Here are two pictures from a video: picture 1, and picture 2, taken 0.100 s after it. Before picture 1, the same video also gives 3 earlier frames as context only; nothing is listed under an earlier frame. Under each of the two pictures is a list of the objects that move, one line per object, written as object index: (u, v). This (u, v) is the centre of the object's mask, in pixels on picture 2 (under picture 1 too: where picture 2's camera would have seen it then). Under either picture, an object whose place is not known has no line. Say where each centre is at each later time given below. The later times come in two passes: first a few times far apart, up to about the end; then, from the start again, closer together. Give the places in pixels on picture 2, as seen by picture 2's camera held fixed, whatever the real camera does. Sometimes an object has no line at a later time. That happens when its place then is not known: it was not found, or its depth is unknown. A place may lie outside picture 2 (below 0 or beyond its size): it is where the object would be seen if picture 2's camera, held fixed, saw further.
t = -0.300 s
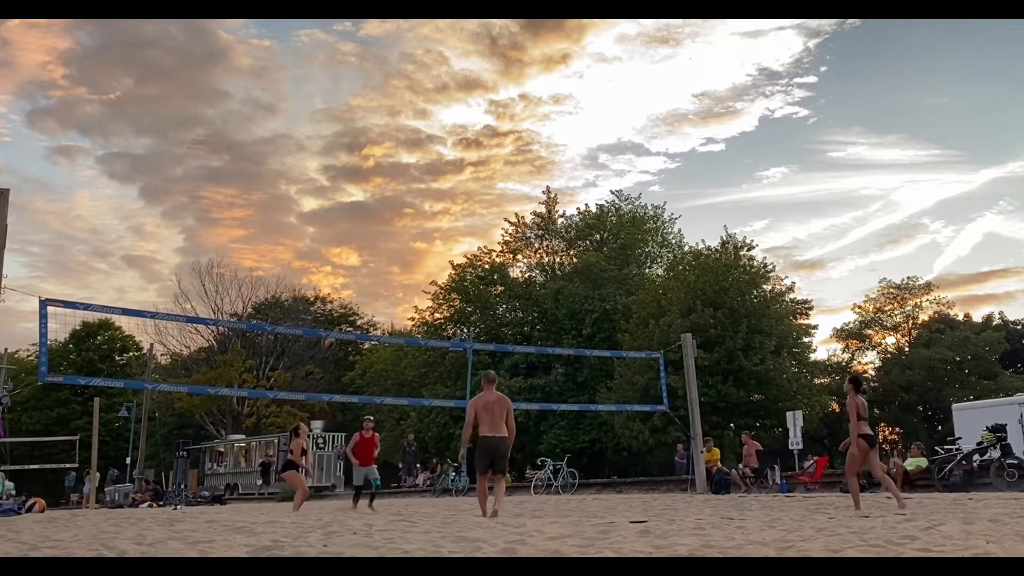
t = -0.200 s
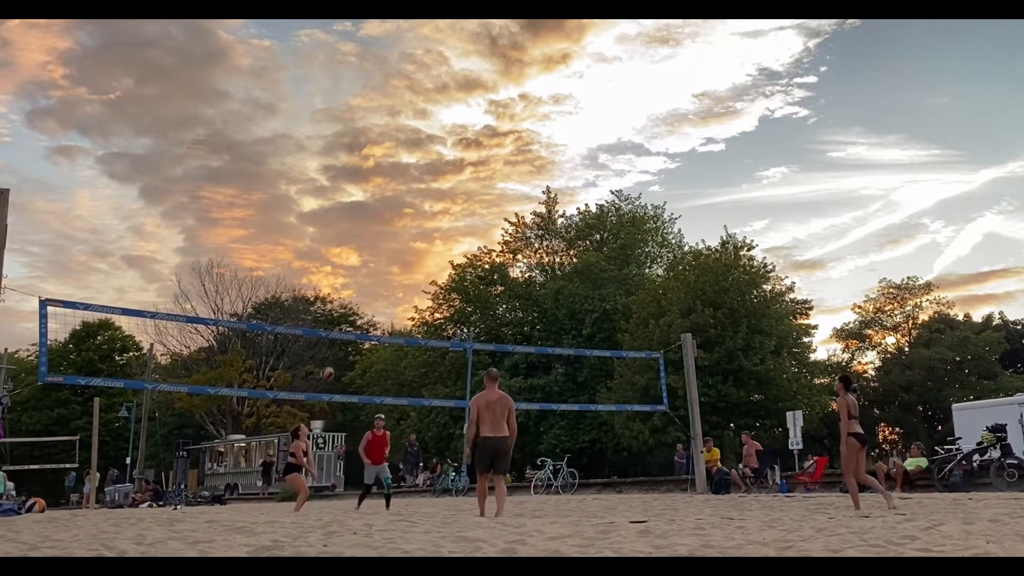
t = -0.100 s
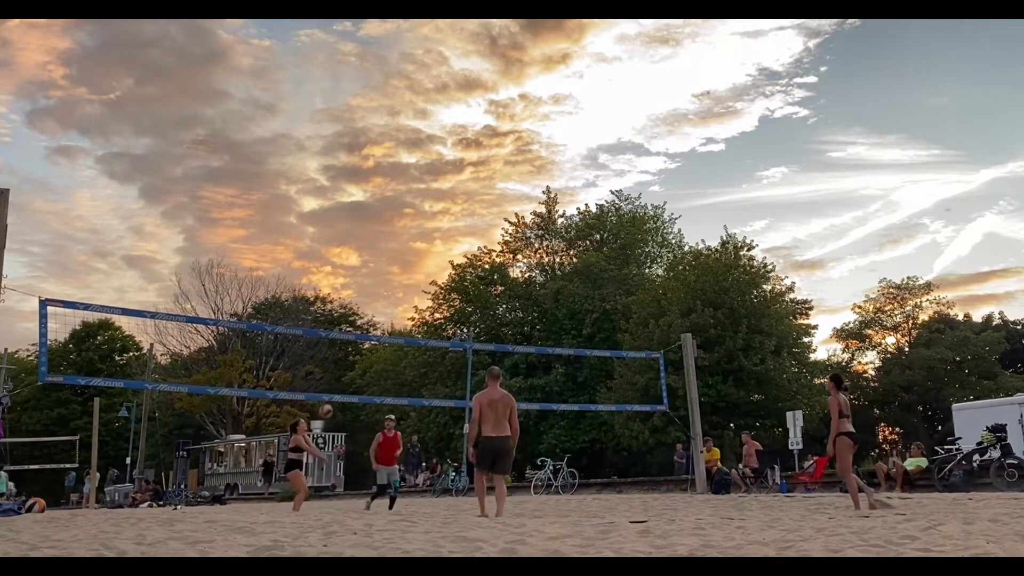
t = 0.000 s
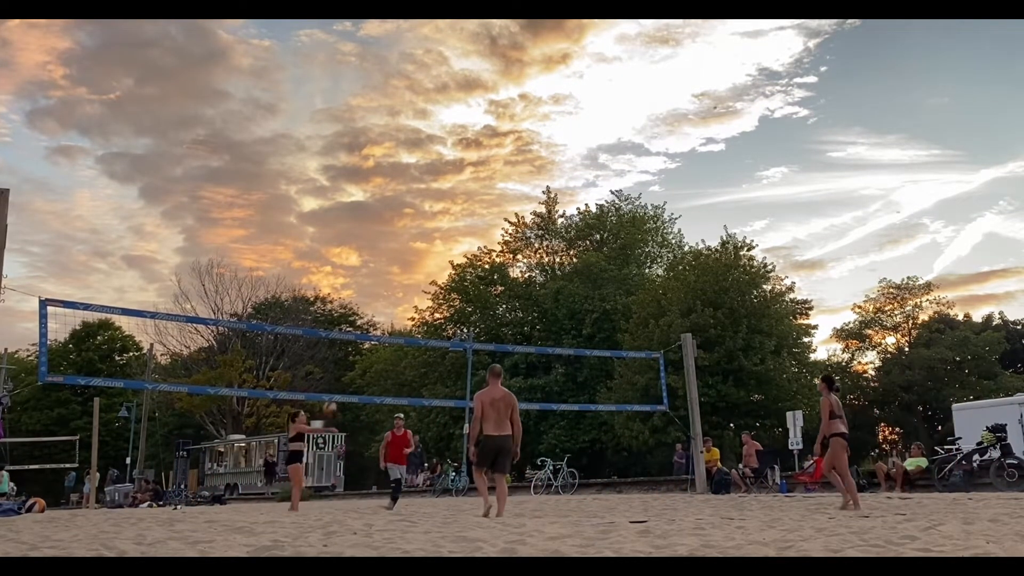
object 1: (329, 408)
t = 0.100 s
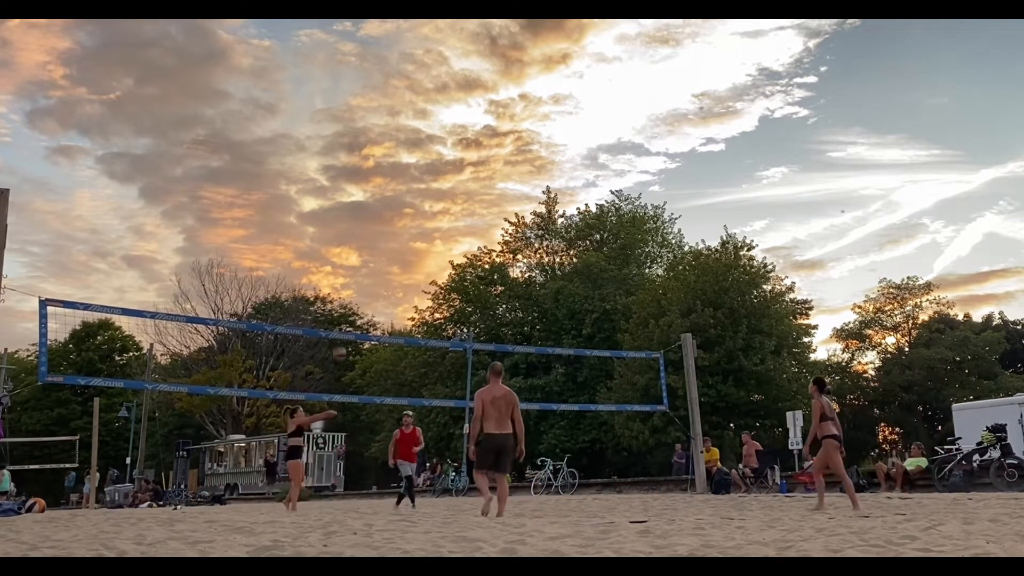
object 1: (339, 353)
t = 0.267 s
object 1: (355, 280)
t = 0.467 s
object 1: (372, 218)
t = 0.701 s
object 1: (391, 177)
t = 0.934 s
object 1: (408, 167)
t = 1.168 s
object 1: (424, 190)
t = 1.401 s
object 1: (438, 244)
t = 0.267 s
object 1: (355, 280)
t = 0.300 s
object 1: (358, 268)
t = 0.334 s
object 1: (360, 256)
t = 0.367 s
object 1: (363, 245)
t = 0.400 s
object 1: (366, 235)
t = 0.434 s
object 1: (369, 226)
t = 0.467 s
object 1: (372, 218)
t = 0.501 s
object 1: (375, 210)
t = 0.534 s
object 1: (377, 202)
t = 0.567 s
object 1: (380, 196)
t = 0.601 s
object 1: (383, 190)
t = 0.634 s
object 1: (385, 185)
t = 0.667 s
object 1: (388, 180)
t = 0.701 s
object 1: (391, 177)
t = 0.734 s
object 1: (393, 173)
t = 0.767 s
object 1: (396, 171)
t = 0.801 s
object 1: (398, 169)
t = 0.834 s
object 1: (401, 168)
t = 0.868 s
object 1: (403, 167)
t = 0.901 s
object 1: (406, 167)
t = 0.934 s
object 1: (408, 167)
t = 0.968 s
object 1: (410, 169)
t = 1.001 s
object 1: (413, 170)
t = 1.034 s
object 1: (415, 173)
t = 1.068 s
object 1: (417, 176)
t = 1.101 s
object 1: (419, 180)
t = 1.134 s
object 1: (422, 184)
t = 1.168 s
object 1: (424, 190)
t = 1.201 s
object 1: (426, 195)
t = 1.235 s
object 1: (428, 202)
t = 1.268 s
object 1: (430, 209)
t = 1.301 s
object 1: (432, 217)
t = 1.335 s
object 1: (434, 225)
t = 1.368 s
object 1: (436, 234)
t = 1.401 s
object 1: (438, 244)
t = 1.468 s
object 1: (440, 255)
